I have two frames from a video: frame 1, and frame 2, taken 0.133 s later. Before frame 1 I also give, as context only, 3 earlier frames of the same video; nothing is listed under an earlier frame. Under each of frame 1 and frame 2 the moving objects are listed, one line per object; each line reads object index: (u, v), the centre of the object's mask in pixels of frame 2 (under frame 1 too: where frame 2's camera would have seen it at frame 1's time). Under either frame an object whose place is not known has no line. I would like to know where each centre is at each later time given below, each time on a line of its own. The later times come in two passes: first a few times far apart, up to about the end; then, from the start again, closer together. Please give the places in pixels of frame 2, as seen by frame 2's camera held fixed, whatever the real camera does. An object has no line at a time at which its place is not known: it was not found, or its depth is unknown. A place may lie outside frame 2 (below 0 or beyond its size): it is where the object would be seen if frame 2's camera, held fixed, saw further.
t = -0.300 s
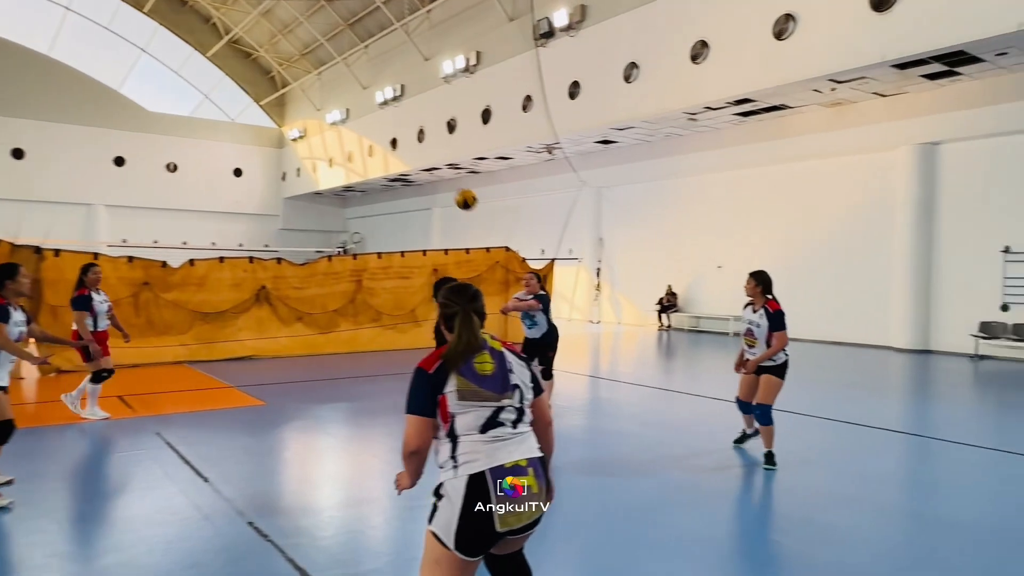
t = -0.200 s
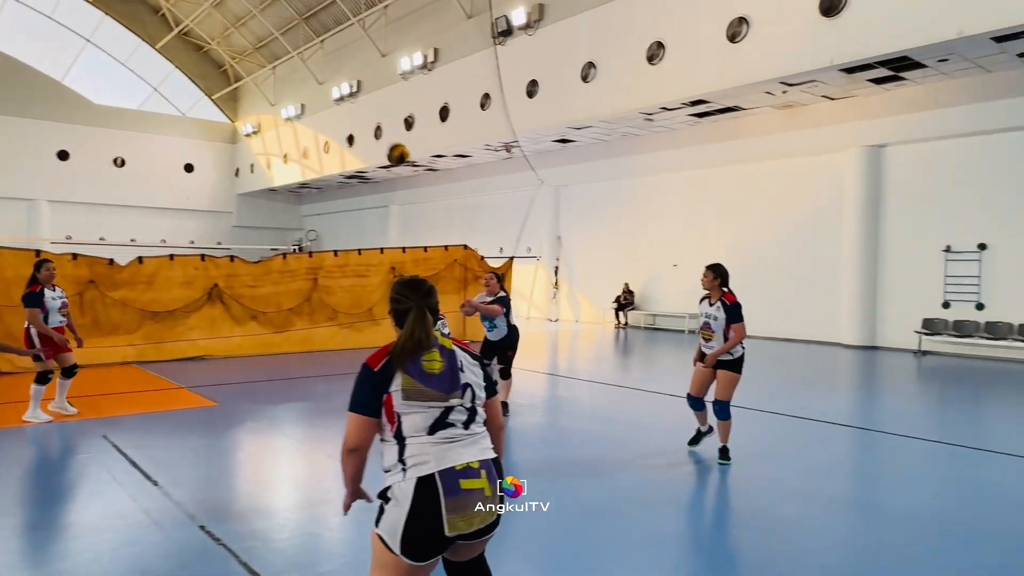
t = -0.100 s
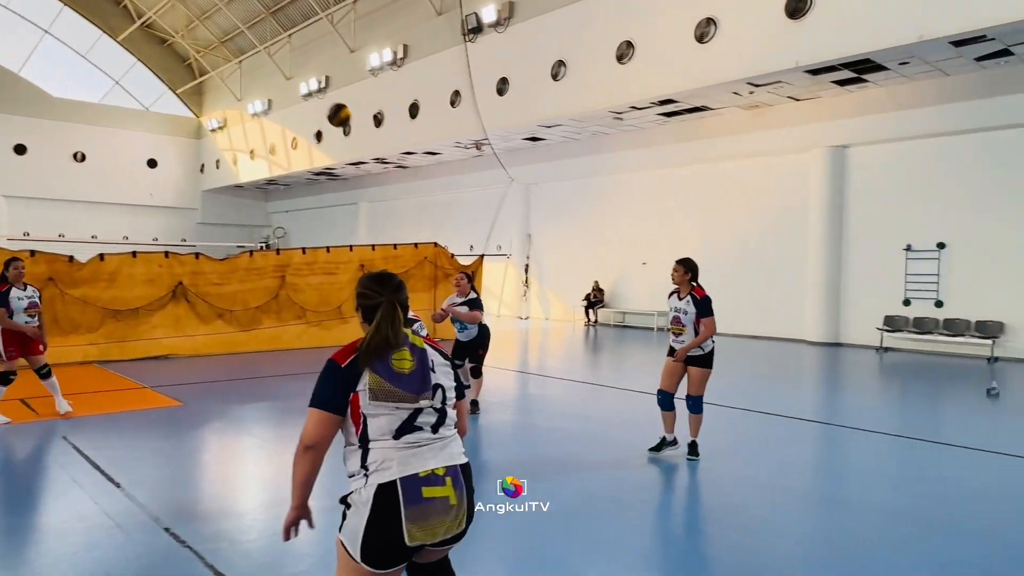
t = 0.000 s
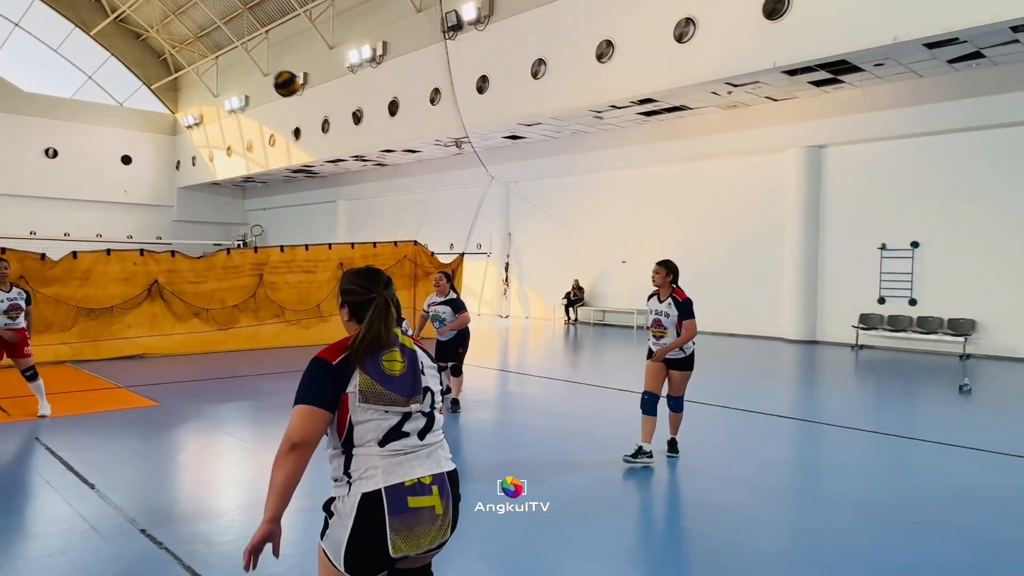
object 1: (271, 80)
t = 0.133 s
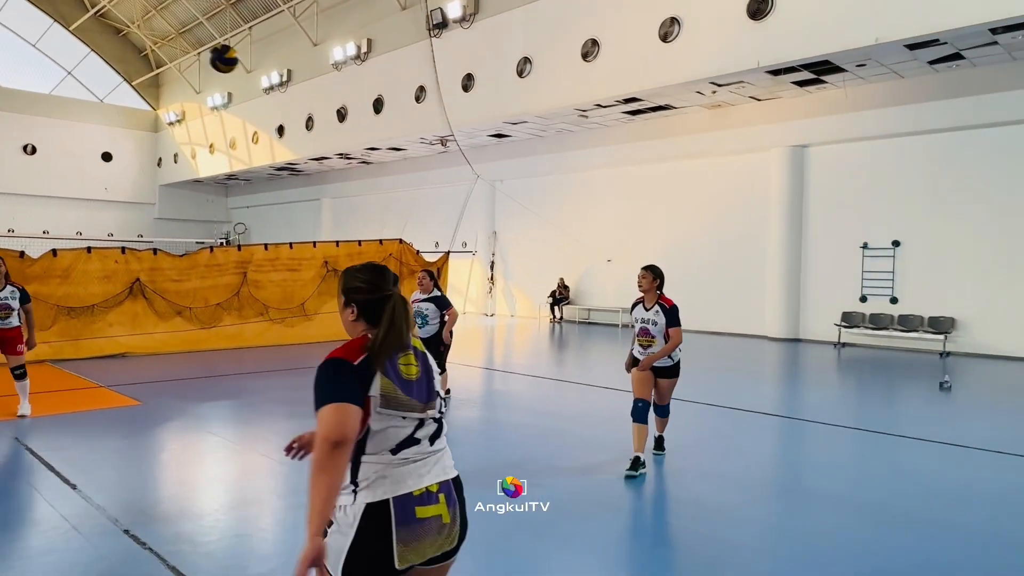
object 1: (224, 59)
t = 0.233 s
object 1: (184, 57)
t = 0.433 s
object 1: (96, 98)
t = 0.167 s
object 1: (211, 57)
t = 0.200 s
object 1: (197, 56)
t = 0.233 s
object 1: (184, 57)
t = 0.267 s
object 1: (171, 59)
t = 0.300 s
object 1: (156, 63)
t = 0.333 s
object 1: (142, 69)
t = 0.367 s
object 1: (128, 77)
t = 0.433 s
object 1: (96, 98)
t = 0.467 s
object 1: (80, 112)
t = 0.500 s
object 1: (64, 127)
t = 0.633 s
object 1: (-6, 216)
